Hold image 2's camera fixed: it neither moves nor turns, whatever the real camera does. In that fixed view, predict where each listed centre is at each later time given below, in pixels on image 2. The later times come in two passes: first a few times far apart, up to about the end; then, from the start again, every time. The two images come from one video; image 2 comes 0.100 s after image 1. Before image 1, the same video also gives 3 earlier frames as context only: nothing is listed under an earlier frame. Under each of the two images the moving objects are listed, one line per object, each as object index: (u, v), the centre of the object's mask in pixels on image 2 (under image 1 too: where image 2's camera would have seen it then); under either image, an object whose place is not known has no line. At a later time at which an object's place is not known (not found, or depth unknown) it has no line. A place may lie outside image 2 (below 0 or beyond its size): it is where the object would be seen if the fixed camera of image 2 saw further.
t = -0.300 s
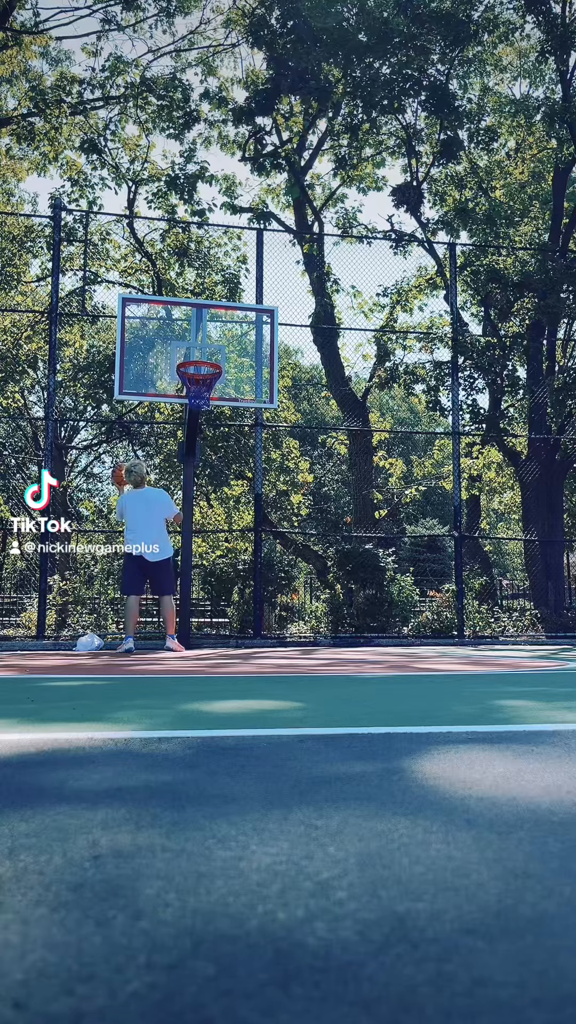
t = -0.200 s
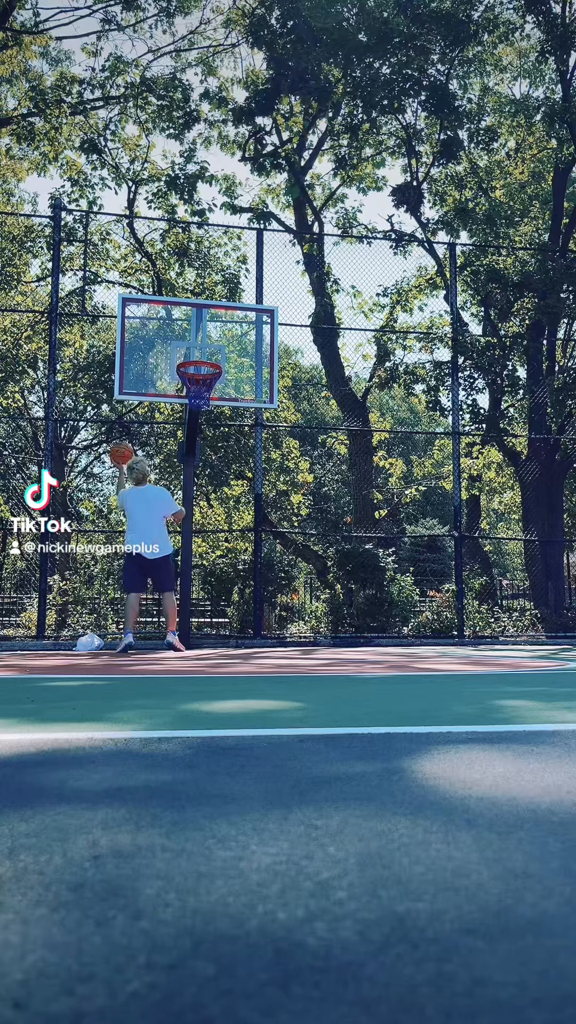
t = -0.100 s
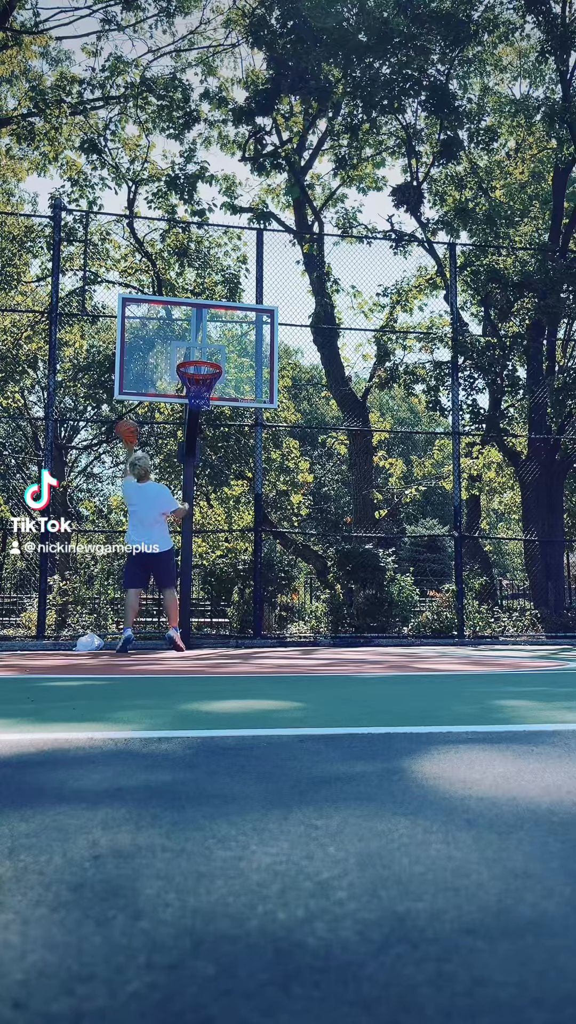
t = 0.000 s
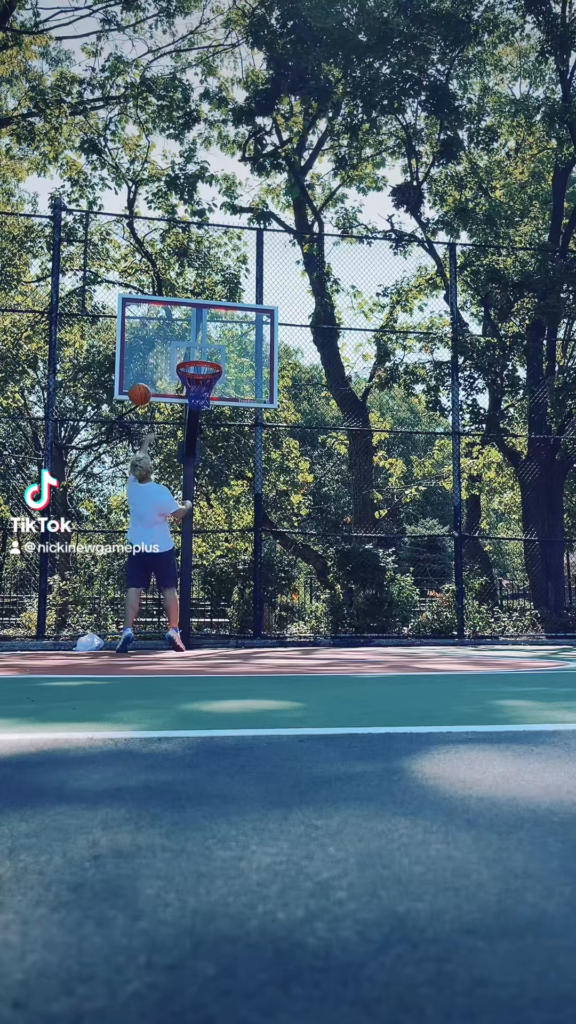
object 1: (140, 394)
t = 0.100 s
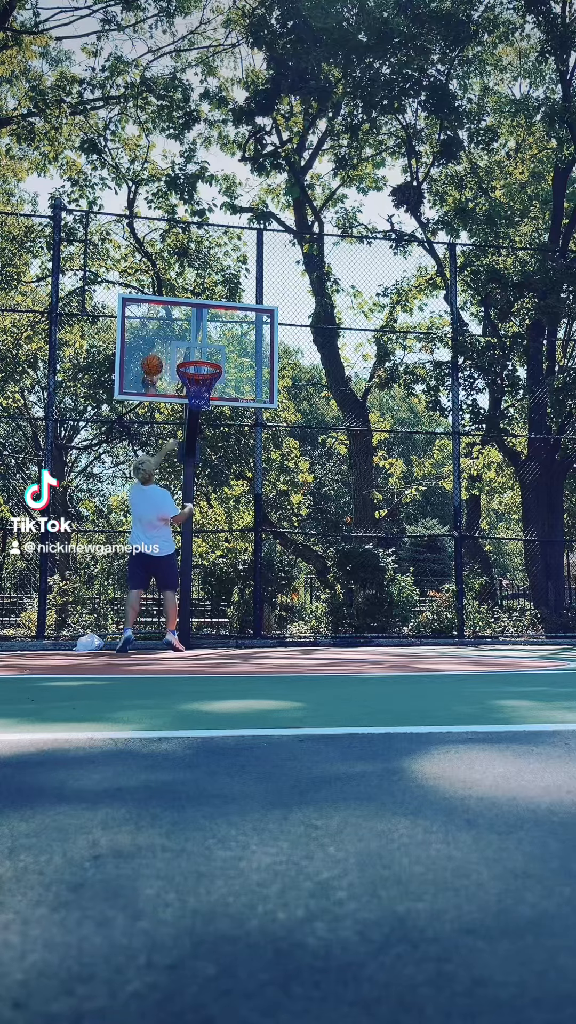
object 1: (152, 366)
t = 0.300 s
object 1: (173, 339)
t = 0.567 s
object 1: (196, 373)
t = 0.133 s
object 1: (156, 358)
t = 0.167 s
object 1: (160, 352)
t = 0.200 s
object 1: (163, 347)
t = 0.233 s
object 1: (167, 342)
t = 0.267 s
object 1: (171, 340)
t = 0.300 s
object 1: (173, 339)
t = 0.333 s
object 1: (176, 339)
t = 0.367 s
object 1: (179, 339)
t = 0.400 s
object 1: (181, 341)
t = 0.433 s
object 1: (184, 344)
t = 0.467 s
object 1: (187, 348)
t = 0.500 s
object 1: (190, 351)
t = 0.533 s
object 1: (193, 354)
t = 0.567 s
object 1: (196, 373)
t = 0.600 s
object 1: (198, 378)
